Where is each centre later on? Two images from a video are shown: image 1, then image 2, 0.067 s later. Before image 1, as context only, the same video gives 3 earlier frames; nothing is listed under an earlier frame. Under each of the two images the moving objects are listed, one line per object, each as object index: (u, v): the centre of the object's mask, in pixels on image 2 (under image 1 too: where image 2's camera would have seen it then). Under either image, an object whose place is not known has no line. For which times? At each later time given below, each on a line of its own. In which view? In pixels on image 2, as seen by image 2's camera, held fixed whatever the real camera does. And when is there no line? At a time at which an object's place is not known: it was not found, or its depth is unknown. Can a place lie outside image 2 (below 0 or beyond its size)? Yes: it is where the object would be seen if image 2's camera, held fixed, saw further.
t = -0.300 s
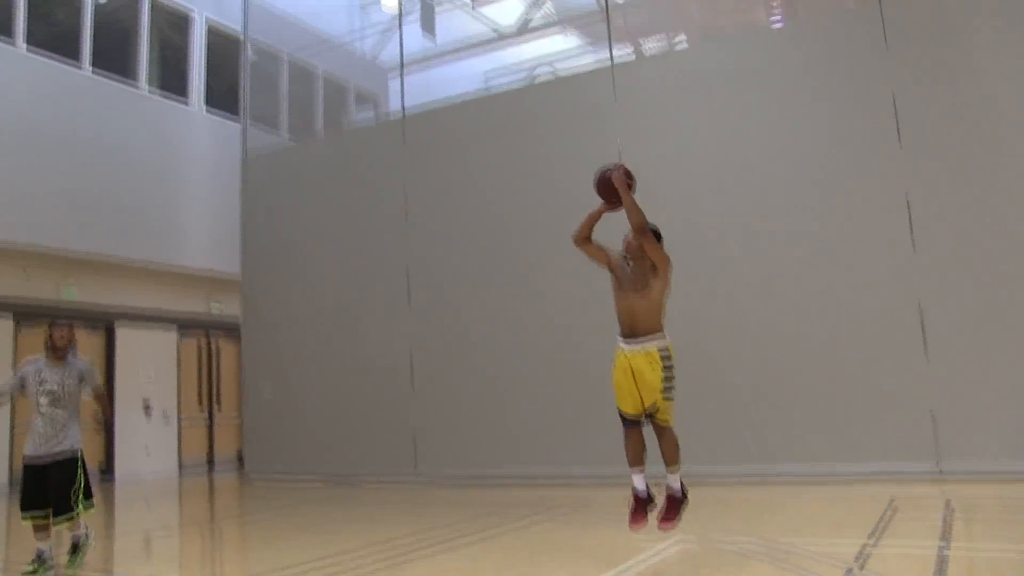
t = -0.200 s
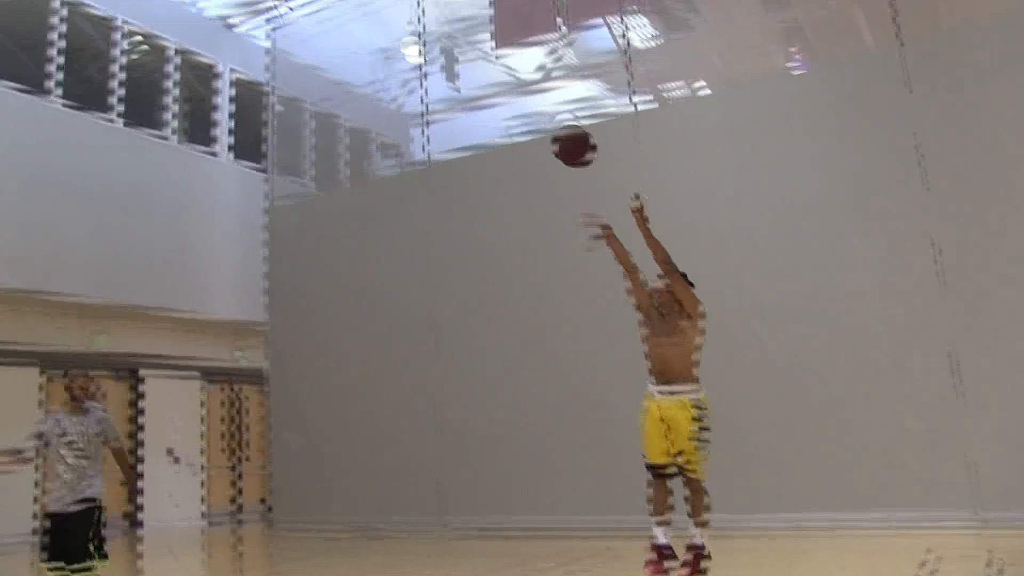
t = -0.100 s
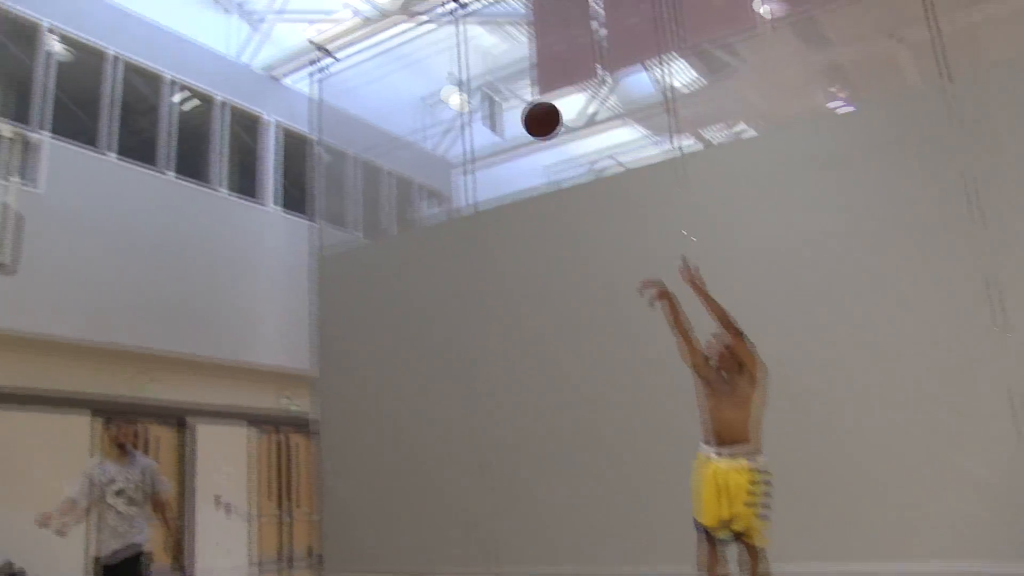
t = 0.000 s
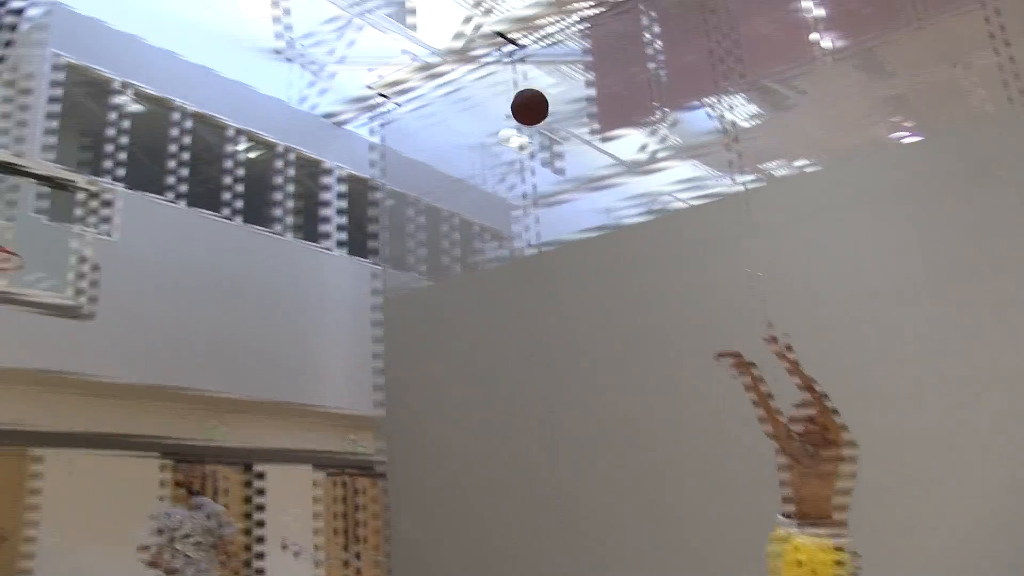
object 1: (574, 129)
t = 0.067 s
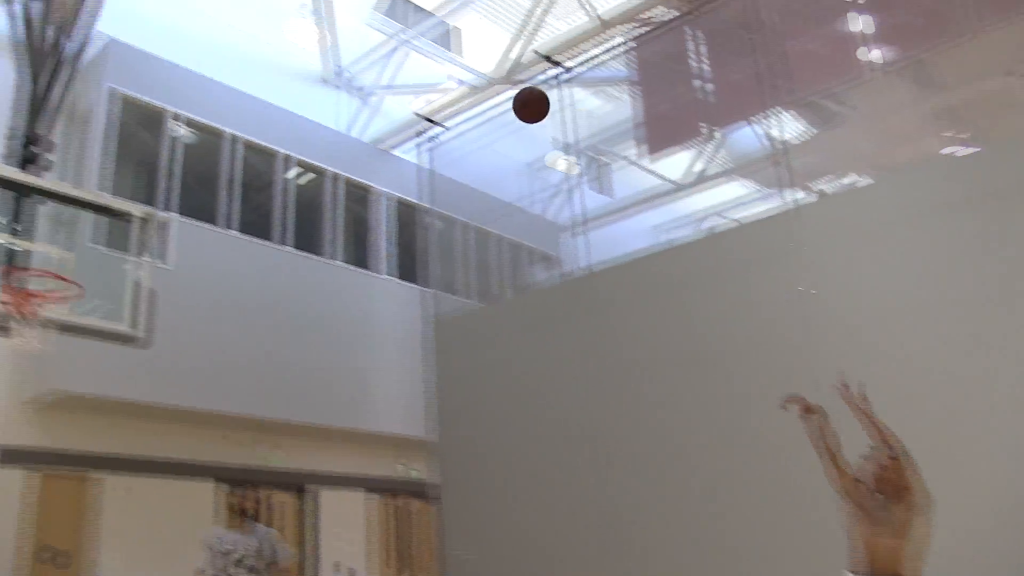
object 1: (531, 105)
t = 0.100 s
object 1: (510, 95)
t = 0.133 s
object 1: (491, 87)
